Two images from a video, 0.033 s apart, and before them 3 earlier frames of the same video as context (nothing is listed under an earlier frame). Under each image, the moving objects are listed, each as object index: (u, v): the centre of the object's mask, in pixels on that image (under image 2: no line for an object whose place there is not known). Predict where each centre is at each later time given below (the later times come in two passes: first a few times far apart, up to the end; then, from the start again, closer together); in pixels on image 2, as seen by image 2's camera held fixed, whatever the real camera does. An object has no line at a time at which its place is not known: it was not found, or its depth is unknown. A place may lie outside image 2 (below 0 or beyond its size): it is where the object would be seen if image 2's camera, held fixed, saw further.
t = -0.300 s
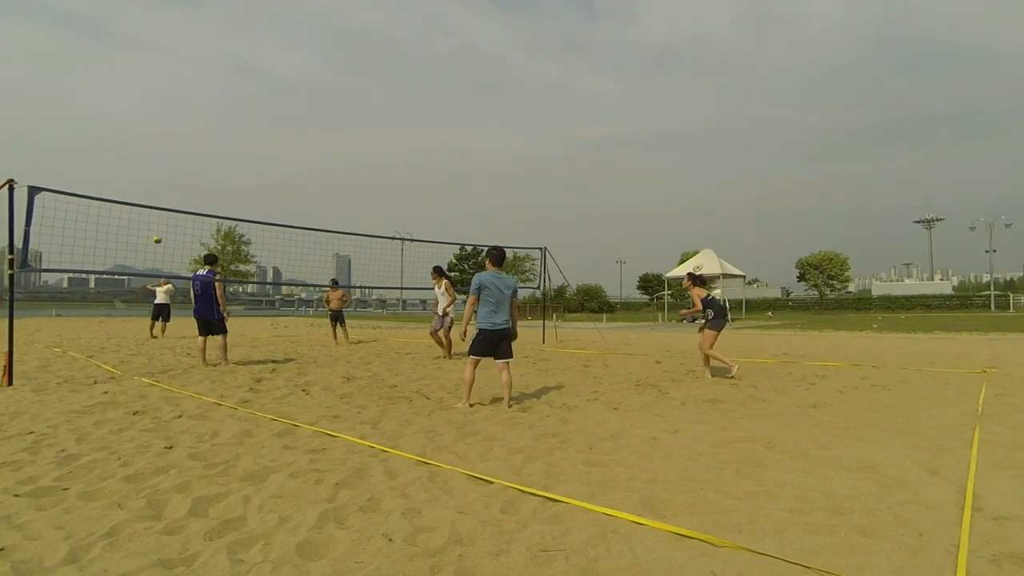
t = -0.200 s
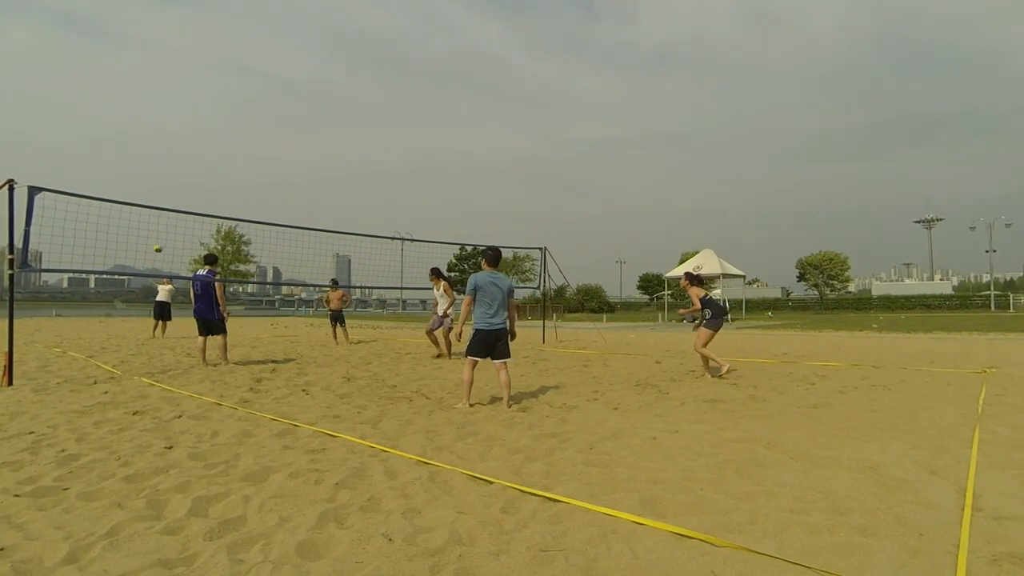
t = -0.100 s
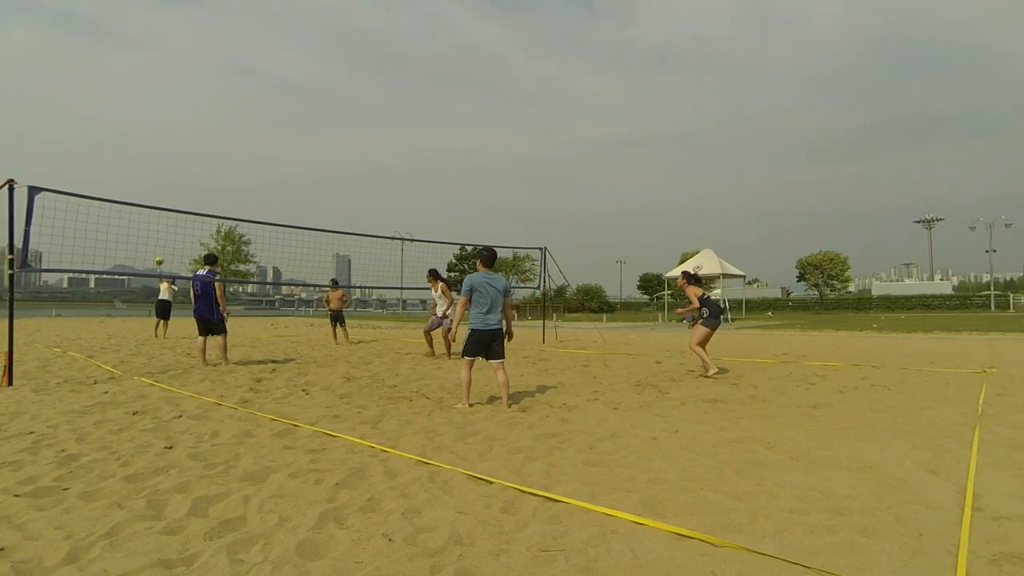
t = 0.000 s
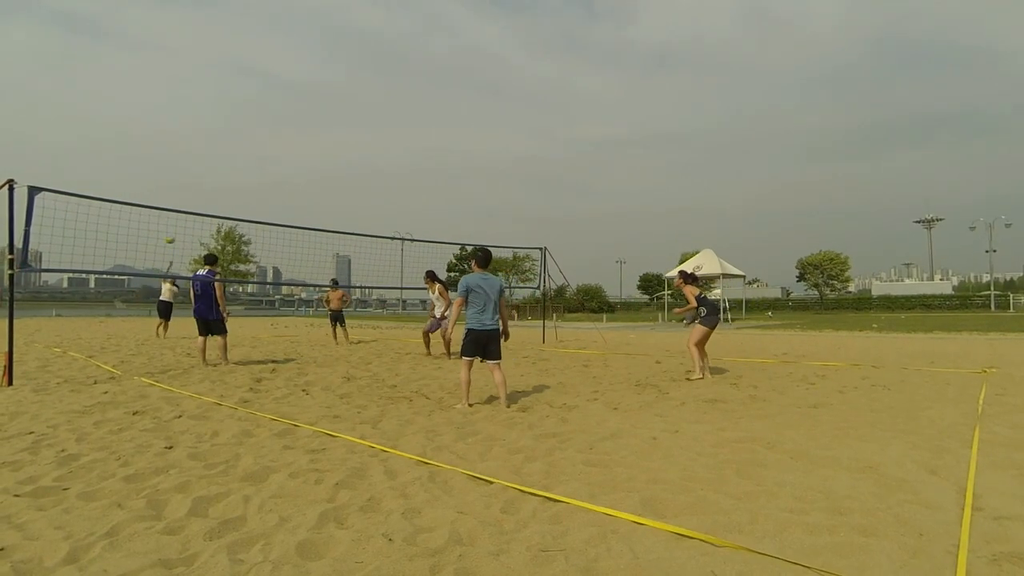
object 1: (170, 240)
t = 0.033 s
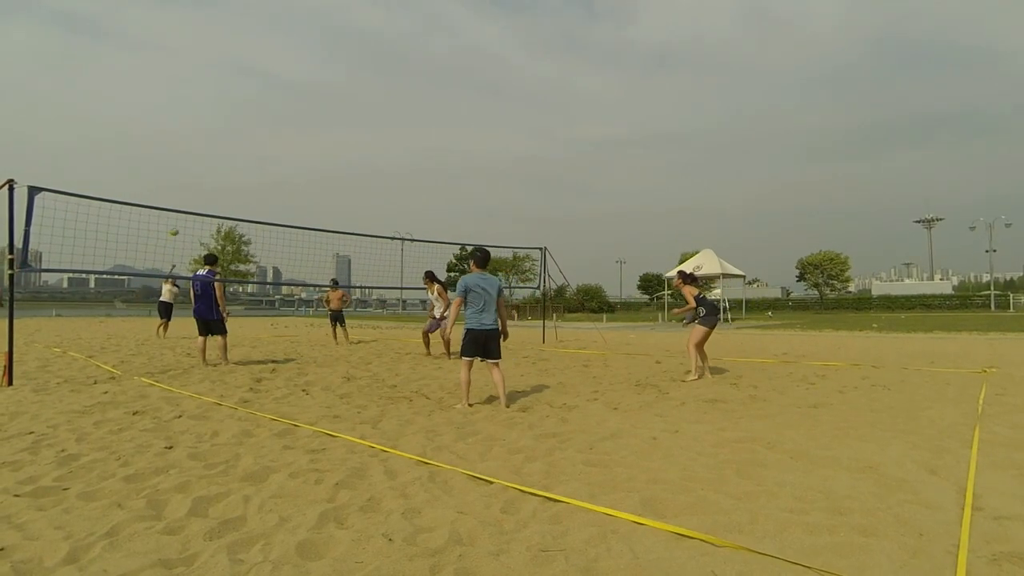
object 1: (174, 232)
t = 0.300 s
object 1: (210, 173)
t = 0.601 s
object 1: (271, 131)
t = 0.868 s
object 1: (353, 129)
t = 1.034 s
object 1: (424, 154)
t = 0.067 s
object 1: (178, 224)
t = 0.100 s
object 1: (182, 217)
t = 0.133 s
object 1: (186, 208)
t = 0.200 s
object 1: (196, 193)
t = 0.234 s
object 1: (200, 186)
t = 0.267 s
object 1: (205, 180)
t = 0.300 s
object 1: (210, 173)
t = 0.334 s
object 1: (216, 168)
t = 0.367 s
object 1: (222, 162)
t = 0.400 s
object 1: (228, 156)
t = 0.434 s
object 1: (234, 151)
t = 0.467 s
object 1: (241, 146)
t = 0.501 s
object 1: (248, 141)
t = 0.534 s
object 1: (255, 137)
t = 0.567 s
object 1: (263, 134)
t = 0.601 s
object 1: (271, 131)
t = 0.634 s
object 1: (280, 128)
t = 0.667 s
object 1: (289, 126)
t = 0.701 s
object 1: (298, 125)
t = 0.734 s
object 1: (308, 124)
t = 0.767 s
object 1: (319, 124)
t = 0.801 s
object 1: (330, 125)
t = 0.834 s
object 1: (341, 126)
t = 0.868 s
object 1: (353, 129)
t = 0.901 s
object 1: (366, 132)
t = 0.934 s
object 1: (379, 136)
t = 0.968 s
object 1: (394, 141)
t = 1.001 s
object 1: (409, 147)
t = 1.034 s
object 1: (424, 154)
